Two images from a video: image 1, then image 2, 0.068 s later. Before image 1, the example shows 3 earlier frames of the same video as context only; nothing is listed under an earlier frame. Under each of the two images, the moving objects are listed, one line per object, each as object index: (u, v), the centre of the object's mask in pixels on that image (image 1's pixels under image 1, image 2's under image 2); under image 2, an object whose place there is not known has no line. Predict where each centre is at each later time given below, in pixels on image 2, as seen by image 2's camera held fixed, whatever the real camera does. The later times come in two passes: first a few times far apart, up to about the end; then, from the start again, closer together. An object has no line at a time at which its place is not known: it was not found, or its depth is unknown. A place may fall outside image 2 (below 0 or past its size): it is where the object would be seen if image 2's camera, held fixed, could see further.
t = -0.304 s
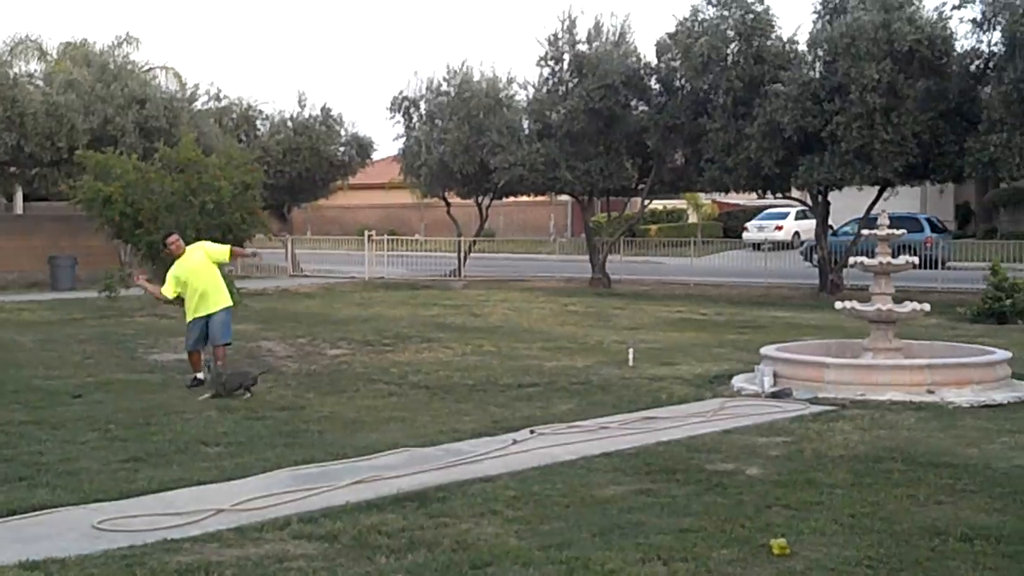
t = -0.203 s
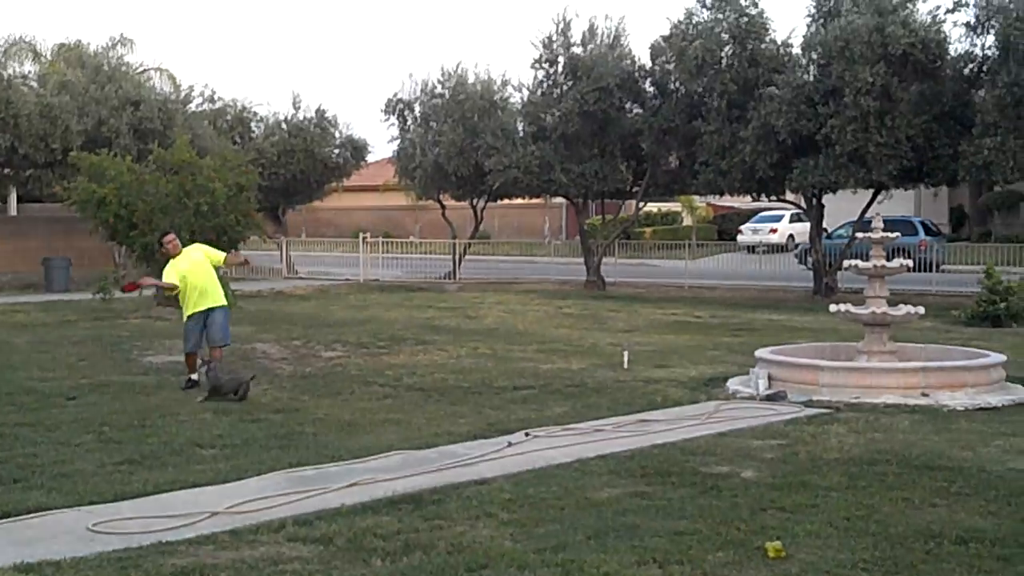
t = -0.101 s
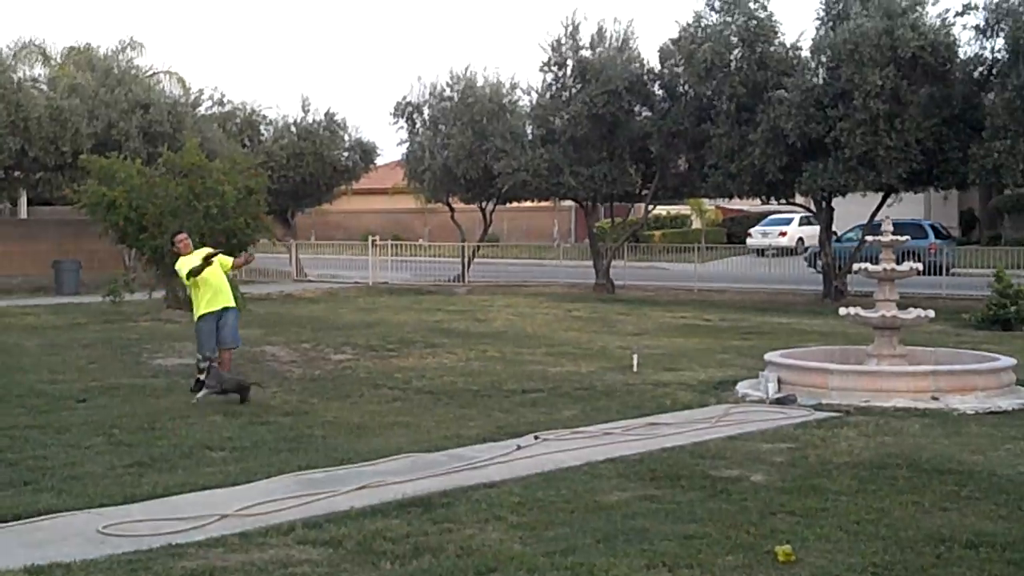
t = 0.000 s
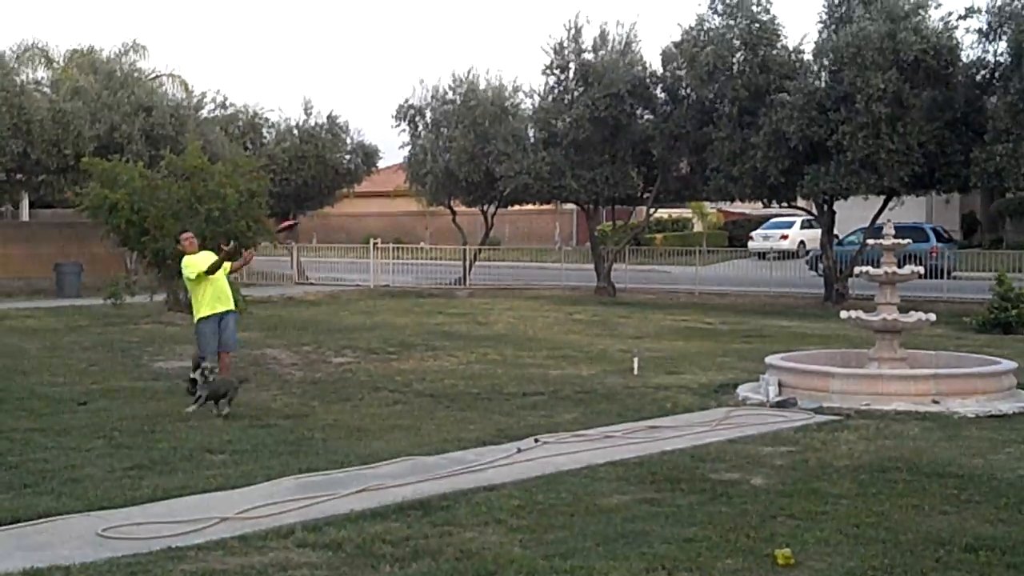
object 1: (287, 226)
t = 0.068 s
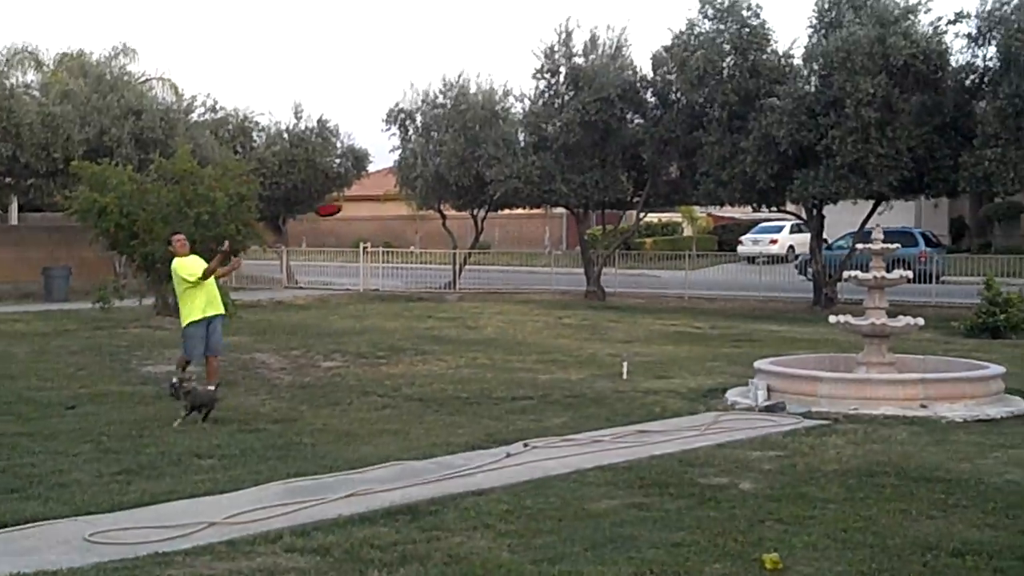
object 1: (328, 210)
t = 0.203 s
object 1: (432, 167)
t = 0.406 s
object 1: (600, 109)
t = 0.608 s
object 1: (778, 58)
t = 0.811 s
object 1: (979, 13)
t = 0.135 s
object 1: (378, 188)
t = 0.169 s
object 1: (404, 178)
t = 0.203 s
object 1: (432, 167)
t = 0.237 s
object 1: (459, 157)
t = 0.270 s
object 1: (486, 148)
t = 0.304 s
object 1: (515, 138)
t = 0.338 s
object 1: (542, 129)
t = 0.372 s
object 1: (570, 121)
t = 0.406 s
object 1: (600, 109)
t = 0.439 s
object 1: (628, 100)
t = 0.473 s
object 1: (659, 93)
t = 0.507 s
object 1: (689, 83)
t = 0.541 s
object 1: (718, 74)
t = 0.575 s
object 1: (747, 67)
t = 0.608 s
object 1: (778, 58)
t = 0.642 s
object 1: (810, 50)
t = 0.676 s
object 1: (842, 42)
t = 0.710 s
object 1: (875, 34)
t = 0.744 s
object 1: (909, 27)
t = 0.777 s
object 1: (944, 20)
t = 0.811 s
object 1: (979, 13)
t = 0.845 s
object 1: (1013, 7)
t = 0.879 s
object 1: (1048, 1)
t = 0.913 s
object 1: (1085, -5)
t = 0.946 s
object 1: (1122, -11)
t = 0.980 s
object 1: (1157, -14)
